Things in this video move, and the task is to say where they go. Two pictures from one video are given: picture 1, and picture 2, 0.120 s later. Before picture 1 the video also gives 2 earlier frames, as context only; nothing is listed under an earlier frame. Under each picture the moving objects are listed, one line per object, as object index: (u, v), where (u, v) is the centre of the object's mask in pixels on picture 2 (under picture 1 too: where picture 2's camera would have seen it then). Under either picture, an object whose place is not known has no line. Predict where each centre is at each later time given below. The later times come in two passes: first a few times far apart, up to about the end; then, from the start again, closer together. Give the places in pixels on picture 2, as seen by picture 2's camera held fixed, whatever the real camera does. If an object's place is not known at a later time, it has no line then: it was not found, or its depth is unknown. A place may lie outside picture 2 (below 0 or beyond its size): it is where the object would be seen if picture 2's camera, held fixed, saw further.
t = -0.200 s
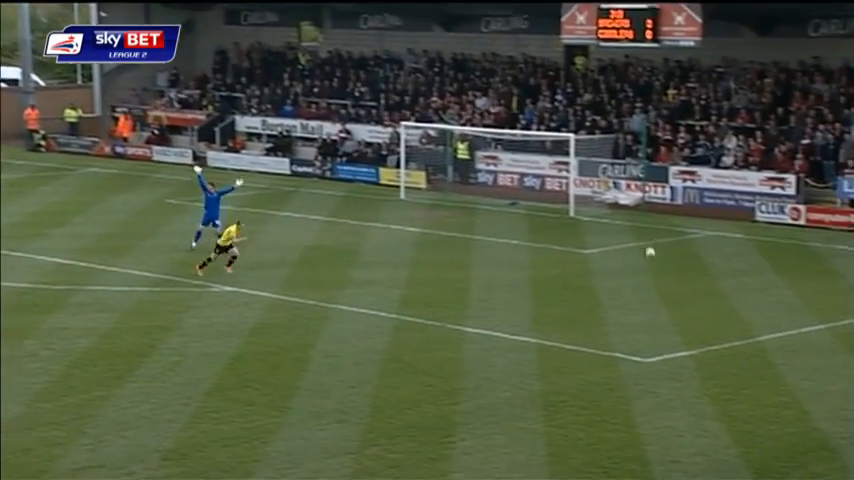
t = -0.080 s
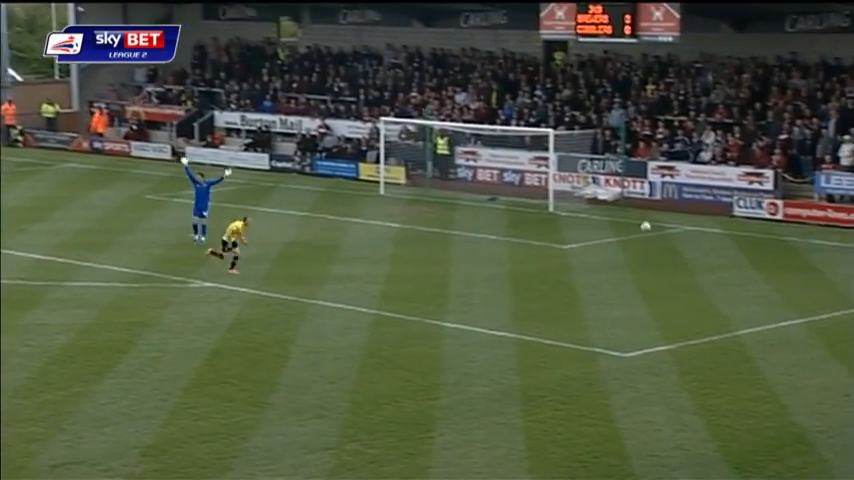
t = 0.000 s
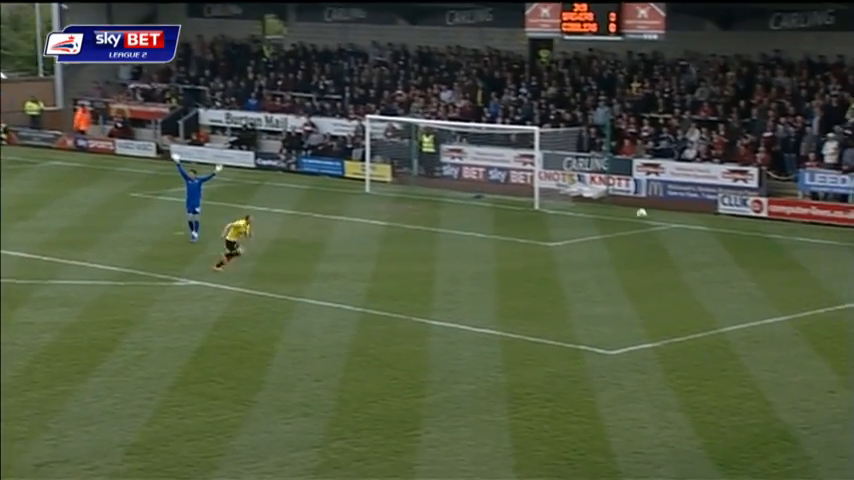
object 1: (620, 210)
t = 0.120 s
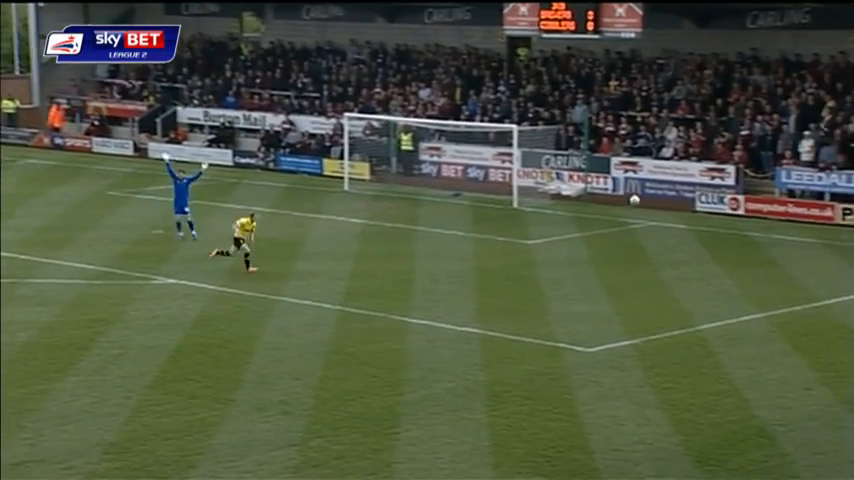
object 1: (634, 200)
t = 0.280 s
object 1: (652, 193)
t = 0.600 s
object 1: (686, 210)
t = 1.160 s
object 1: (746, 265)
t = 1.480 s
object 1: (776, 251)
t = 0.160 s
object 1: (639, 197)
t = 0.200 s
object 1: (643, 196)
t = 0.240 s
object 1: (648, 194)
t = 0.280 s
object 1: (652, 193)
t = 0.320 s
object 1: (657, 194)
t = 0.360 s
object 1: (661, 194)
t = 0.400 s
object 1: (665, 195)
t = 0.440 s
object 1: (669, 197)
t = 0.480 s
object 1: (674, 200)
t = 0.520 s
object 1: (678, 203)
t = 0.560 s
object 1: (682, 207)
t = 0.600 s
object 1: (686, 210)
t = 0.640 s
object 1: (691, 215)
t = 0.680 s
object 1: (695, 221)
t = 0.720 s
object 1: (700, 227)
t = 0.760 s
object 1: (704, 234)
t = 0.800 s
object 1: (709, 242)
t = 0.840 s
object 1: (714, 250)
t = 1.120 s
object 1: (743, 269)
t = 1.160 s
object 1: (746, 265)
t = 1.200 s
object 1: (750, 260)
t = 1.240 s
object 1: (754, 257)
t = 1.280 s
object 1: (757, 254)
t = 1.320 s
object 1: (761, 253)
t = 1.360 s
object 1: (765, 251)
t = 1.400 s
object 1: (768, 250)
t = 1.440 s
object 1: (772, 250)
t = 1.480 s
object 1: (776, 251)
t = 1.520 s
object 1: (780, 252)
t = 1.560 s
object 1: (784, 254)
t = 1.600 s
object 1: (787, 257)
